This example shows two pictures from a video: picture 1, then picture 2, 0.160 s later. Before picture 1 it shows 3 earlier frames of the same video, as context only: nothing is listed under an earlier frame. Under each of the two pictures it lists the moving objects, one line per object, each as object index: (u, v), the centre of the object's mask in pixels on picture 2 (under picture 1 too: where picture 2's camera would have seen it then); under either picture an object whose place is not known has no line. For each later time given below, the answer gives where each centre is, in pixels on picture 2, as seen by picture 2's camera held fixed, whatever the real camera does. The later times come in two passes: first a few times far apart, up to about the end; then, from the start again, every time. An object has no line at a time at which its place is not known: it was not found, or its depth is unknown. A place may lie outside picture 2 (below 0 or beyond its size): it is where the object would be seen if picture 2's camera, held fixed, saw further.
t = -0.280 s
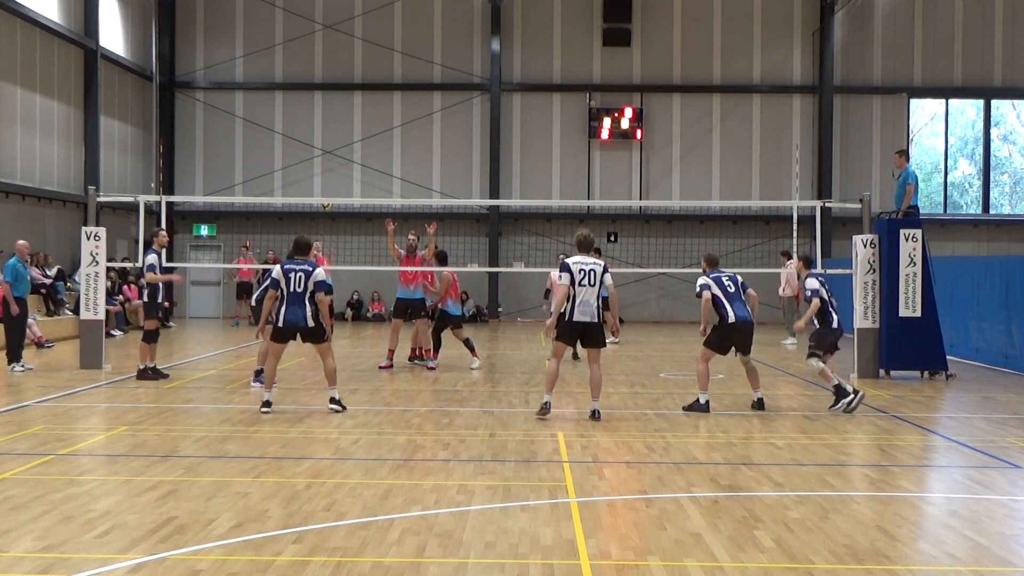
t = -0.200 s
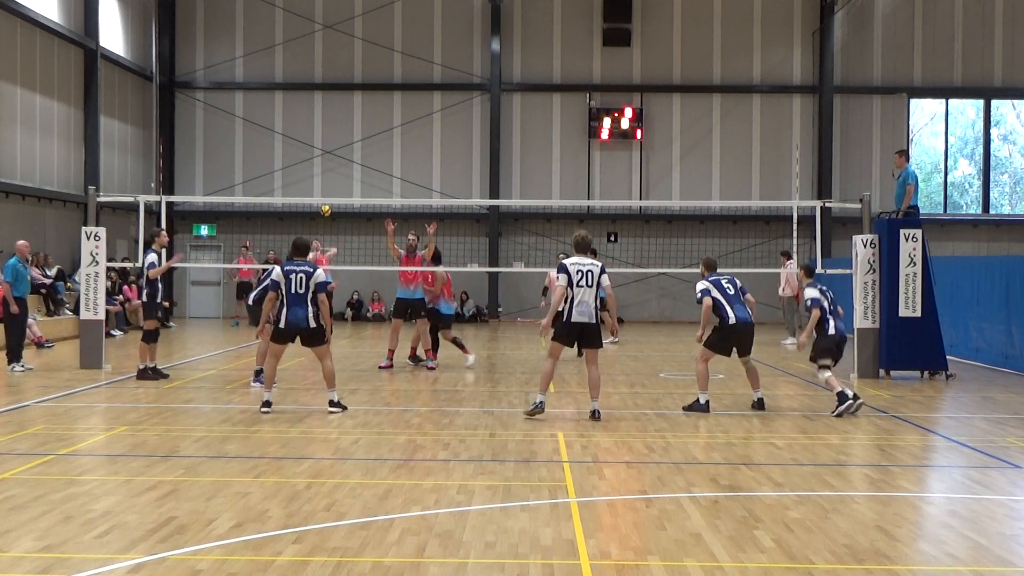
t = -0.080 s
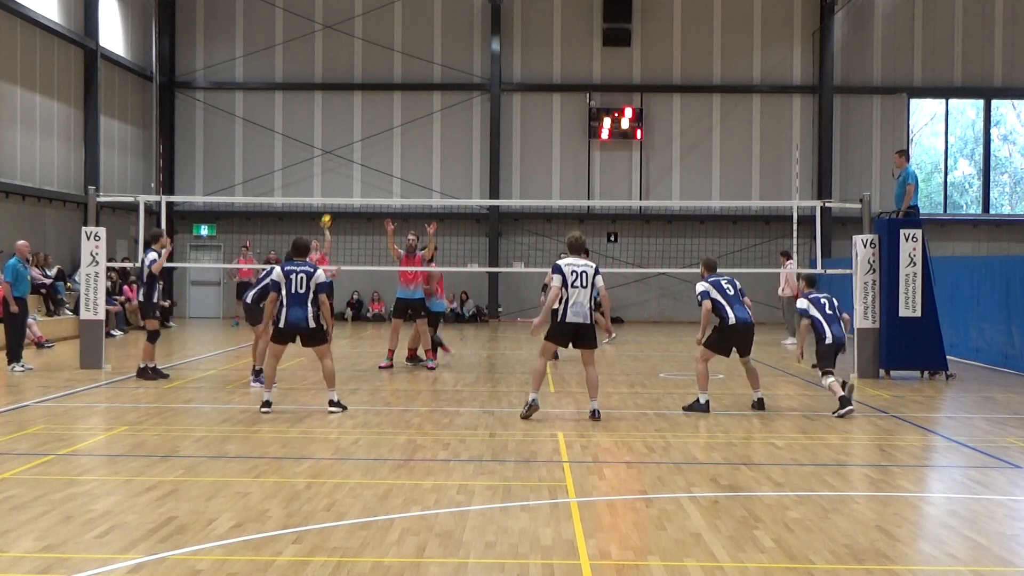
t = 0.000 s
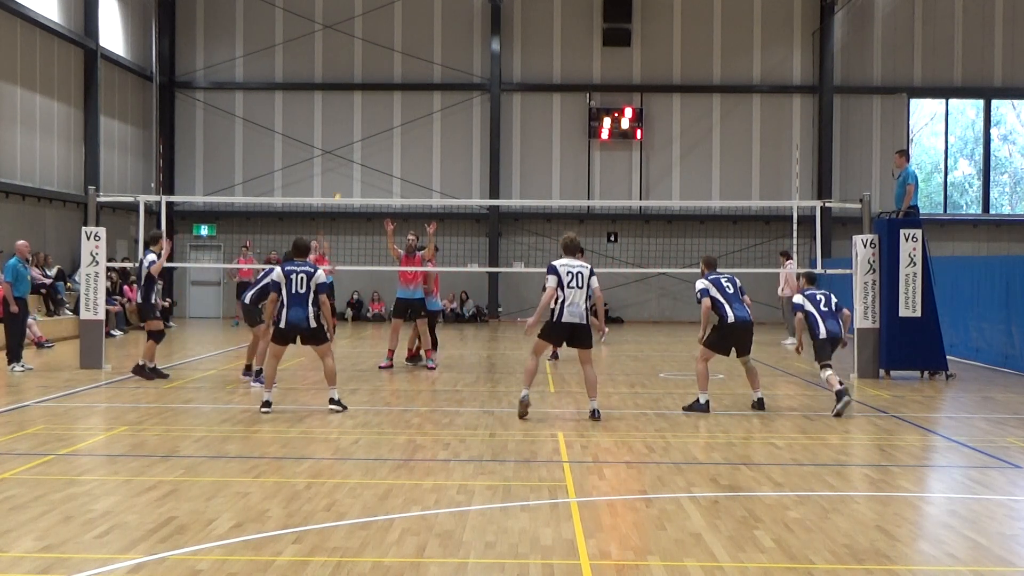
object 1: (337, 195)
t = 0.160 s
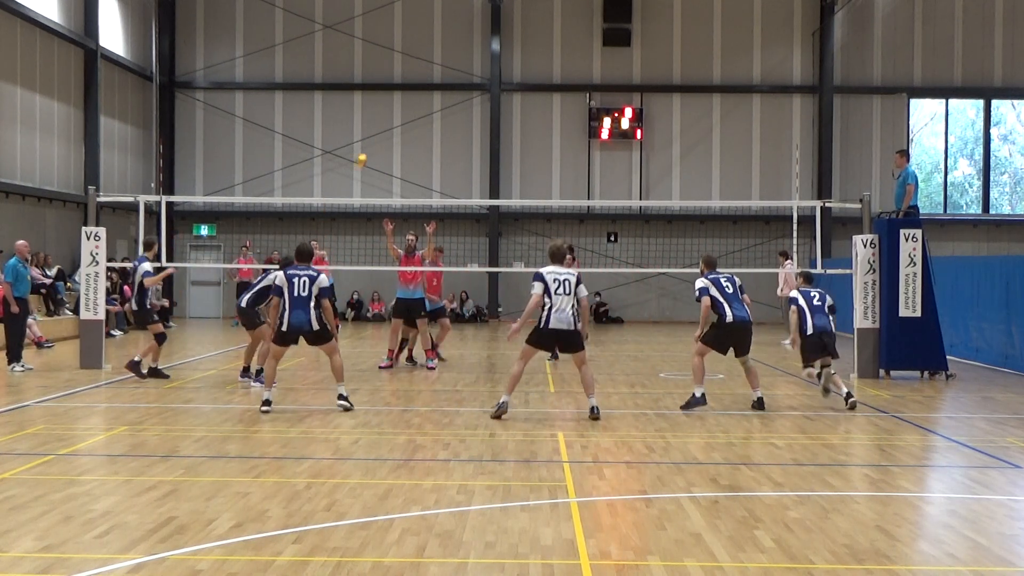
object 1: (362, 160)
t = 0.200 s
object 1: (368, 152)
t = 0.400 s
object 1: (406, 120)
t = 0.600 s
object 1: (450, 106)
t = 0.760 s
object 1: (499, 112)
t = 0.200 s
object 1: (368, 152)
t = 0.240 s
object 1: (376, 142)
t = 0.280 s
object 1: (382, 137)
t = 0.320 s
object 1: (390, 131)
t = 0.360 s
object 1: (397, 124)
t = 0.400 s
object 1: (406, 120)
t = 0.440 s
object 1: (414, 116)
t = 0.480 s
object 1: (422, 112)
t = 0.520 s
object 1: (431, 108)
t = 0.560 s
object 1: (441, 107)
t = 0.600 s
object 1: (450, 106)
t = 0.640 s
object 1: (461, 105)
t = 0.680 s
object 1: (473, 106)
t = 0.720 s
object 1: (486, 109)
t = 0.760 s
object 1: (499, 112)
